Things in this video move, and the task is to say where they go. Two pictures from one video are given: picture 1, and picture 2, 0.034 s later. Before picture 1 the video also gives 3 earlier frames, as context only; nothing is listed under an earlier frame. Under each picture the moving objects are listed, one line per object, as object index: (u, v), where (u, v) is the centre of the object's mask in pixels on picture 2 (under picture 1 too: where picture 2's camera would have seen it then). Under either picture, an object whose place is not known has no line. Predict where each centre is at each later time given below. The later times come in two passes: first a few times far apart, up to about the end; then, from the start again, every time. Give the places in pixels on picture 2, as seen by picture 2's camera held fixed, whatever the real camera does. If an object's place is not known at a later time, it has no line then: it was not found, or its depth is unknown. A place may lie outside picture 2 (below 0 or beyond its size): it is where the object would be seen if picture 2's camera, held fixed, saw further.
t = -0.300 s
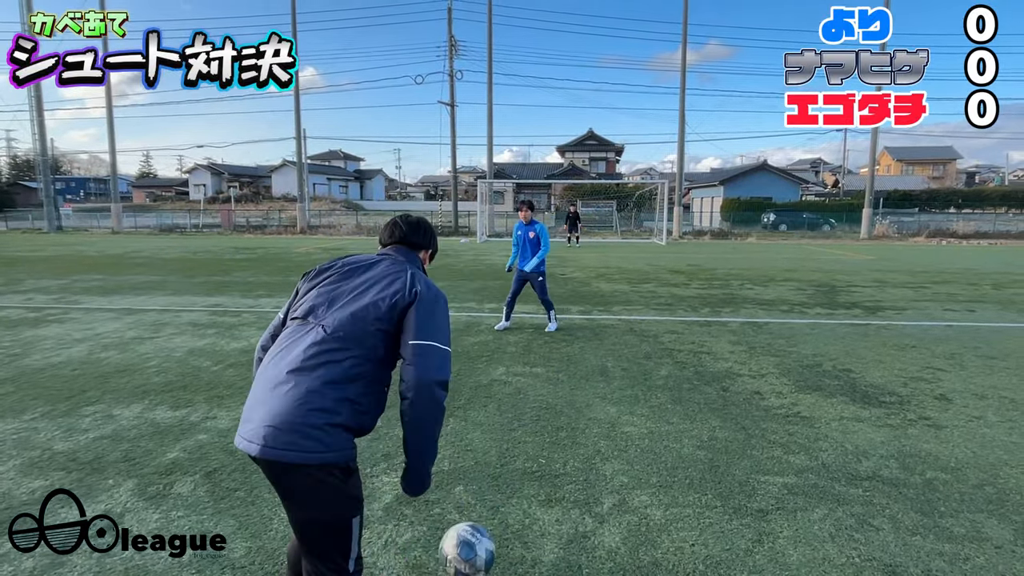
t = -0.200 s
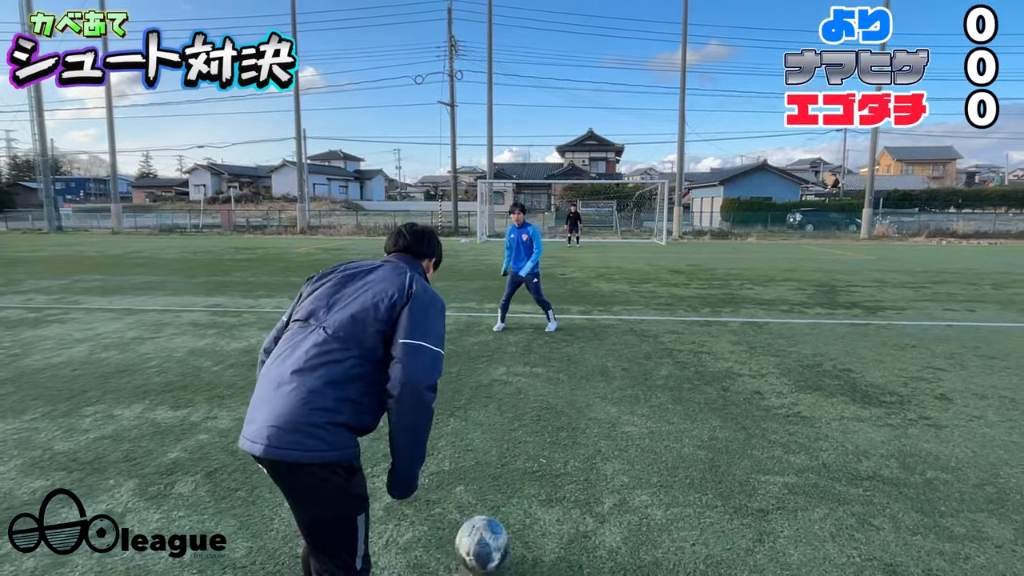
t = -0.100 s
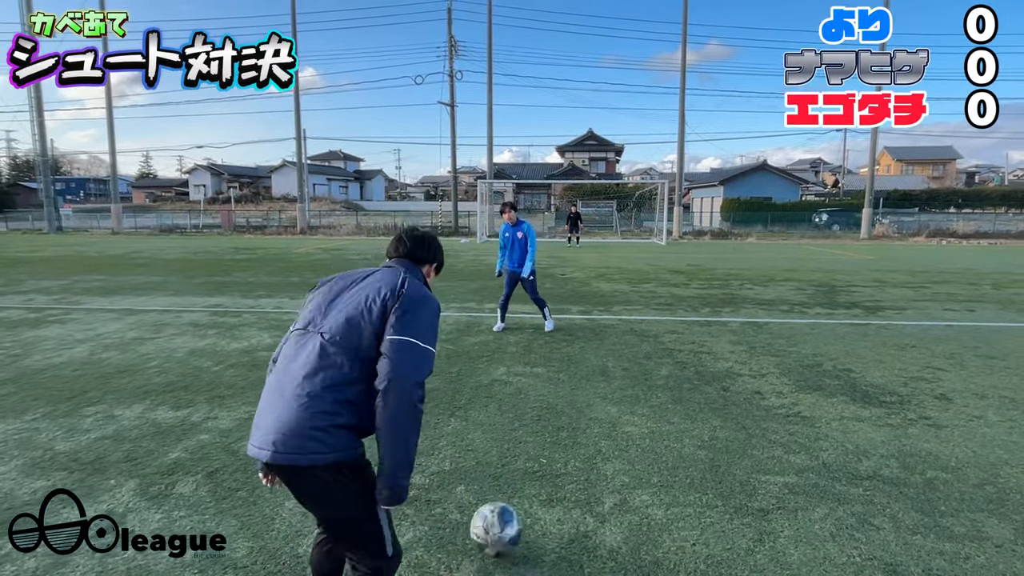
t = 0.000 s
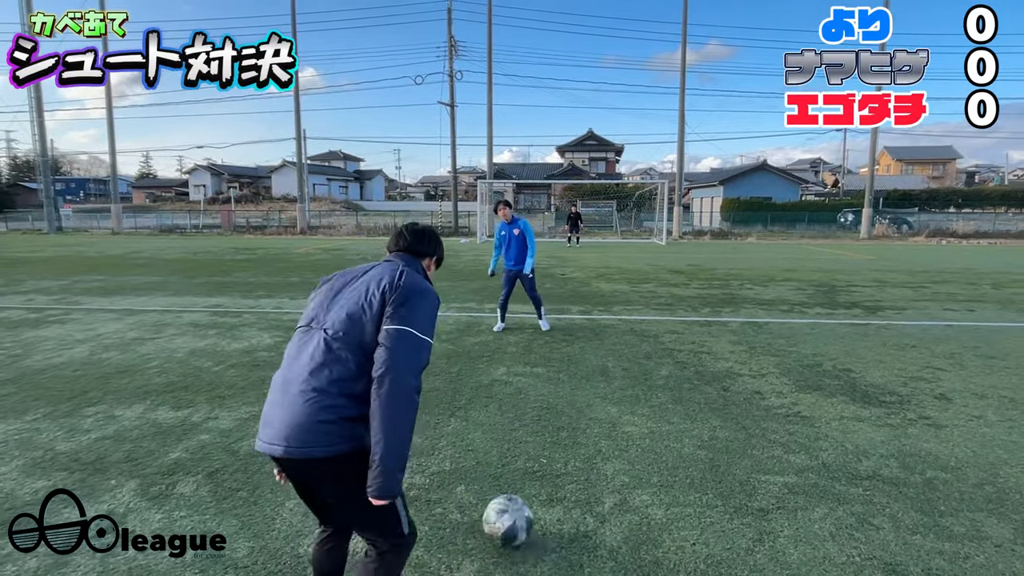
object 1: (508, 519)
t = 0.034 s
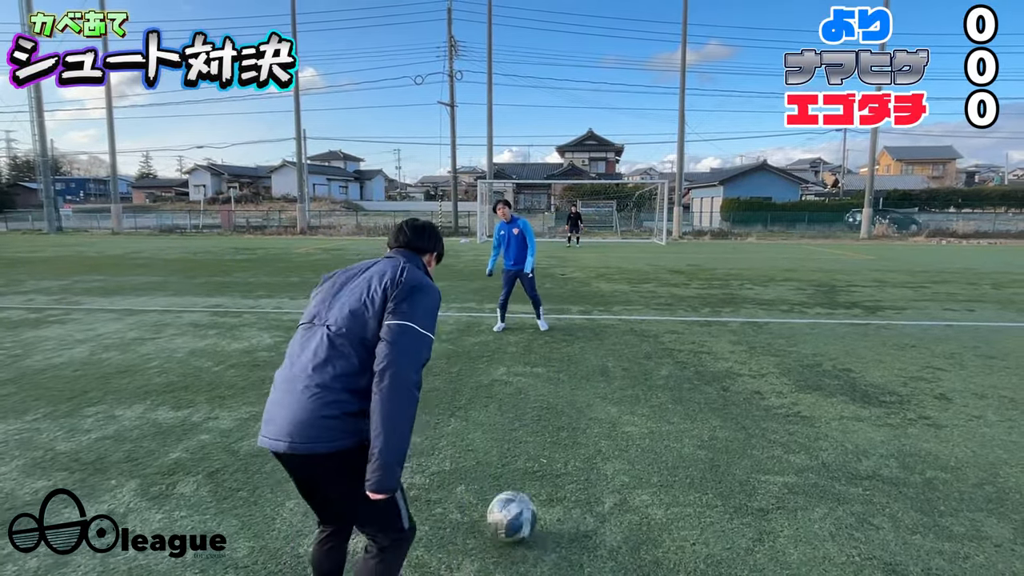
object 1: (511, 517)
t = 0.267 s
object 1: (535, 495)
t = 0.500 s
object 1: (553, 477)
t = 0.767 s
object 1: (570, 460)
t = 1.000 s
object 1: (582, 449)
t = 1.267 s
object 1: (591, 438)
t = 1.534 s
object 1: (599, 428)
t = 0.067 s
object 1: (515, 514)
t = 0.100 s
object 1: (518, 509)
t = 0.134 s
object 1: (522, 507)
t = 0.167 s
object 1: (525, 504)
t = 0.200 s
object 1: (528, 500)
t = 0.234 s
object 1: (532, 498)
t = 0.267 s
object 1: (535, 495)
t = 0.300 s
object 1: (538, 492)
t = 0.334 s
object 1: (541, 489)
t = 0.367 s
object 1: (543, 486)
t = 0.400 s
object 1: (546, 484)
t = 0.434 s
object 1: (548, 481)
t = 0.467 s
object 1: (551, 478)
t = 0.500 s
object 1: (553, 477)
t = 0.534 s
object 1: (556, 474)
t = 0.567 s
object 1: (558, 472)
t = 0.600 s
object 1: (560, 470)
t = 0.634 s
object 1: (563, 468)
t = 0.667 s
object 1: (564, 466)
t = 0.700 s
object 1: (567, 464)
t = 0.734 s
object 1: (569, 461)
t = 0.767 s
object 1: (570, 460)
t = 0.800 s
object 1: (572, 459)
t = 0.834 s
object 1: (573, 457)
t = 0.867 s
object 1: (575, 455)
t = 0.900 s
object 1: (577, 454)
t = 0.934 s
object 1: (578, 452)
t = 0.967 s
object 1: (580, 451)
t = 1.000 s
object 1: (582, 449)
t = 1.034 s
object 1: (583, 447)
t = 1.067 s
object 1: (585, 445)
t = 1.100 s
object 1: (586, 445)
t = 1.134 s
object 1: (587, 443)
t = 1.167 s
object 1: (588, 441)
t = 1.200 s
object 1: (589, 441)
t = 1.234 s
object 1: (590, 439)
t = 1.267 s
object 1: (591, 438)
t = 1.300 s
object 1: (592, 436)
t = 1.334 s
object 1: (593, 434)
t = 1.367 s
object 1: (594, 434)
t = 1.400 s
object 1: (595, 432)
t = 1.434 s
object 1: (596, 431)
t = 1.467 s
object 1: (597, 430)
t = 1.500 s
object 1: (598, 429)
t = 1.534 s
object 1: (599, 428)
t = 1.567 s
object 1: (600, 428)
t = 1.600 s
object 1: (601, 427)
